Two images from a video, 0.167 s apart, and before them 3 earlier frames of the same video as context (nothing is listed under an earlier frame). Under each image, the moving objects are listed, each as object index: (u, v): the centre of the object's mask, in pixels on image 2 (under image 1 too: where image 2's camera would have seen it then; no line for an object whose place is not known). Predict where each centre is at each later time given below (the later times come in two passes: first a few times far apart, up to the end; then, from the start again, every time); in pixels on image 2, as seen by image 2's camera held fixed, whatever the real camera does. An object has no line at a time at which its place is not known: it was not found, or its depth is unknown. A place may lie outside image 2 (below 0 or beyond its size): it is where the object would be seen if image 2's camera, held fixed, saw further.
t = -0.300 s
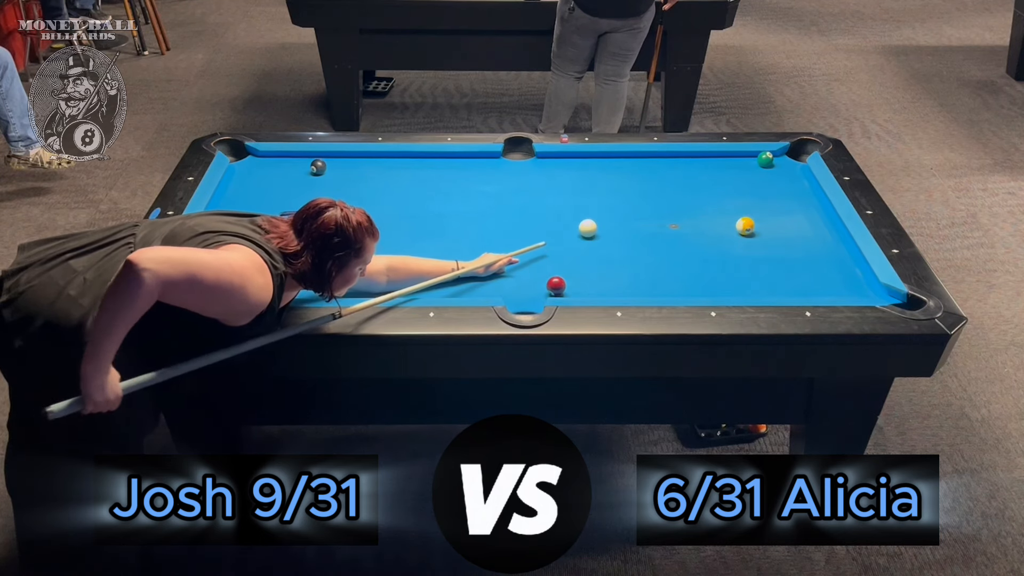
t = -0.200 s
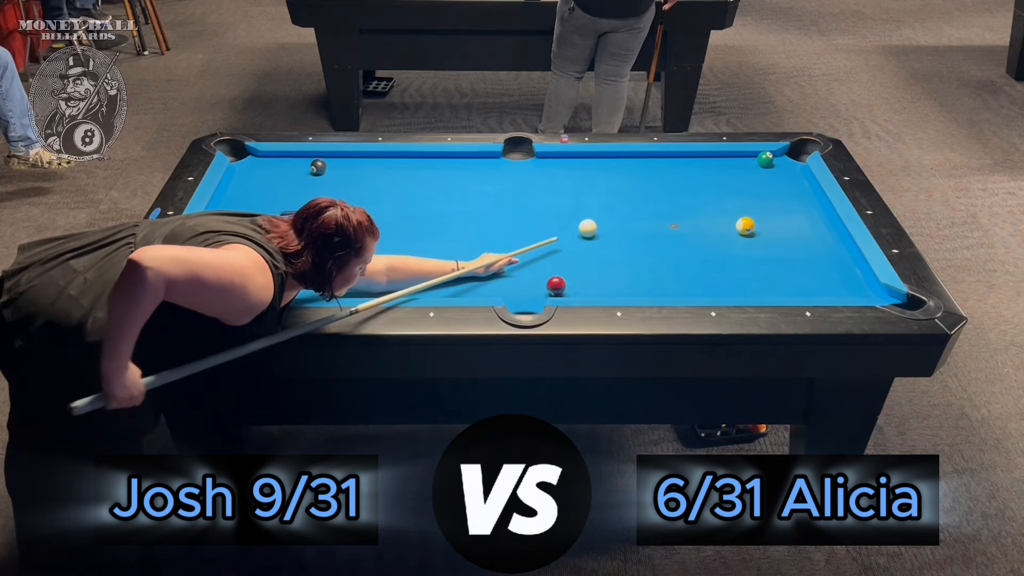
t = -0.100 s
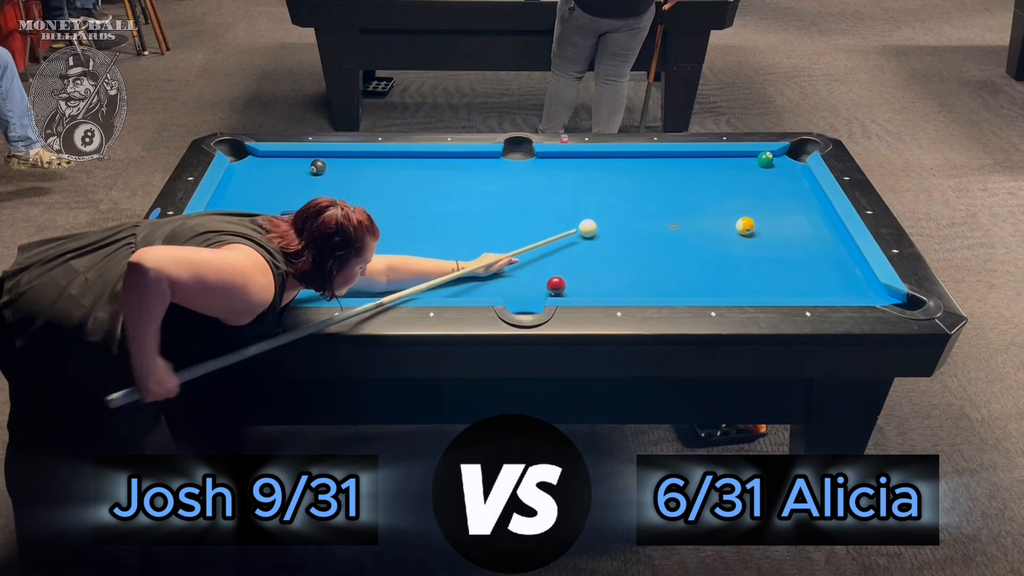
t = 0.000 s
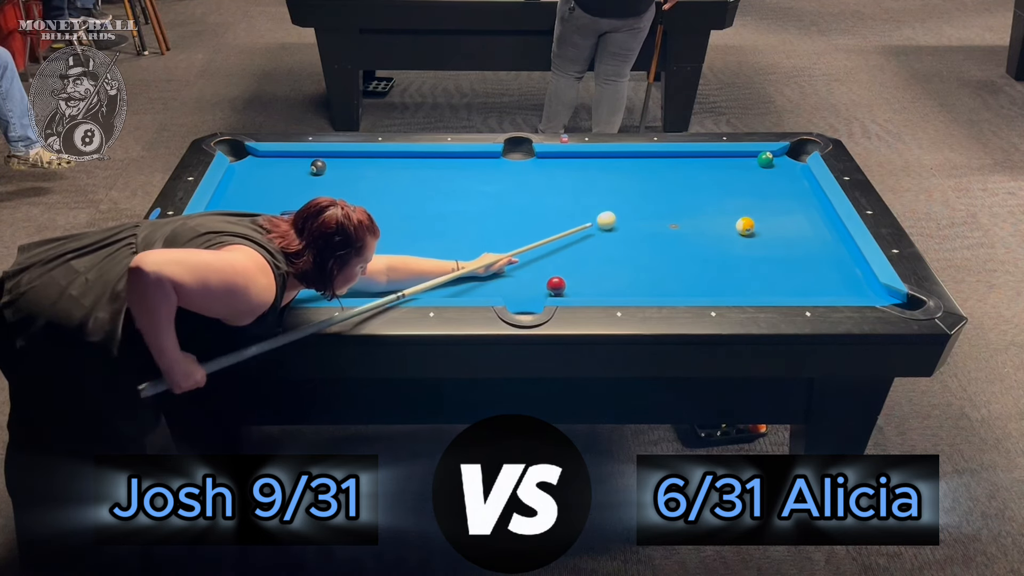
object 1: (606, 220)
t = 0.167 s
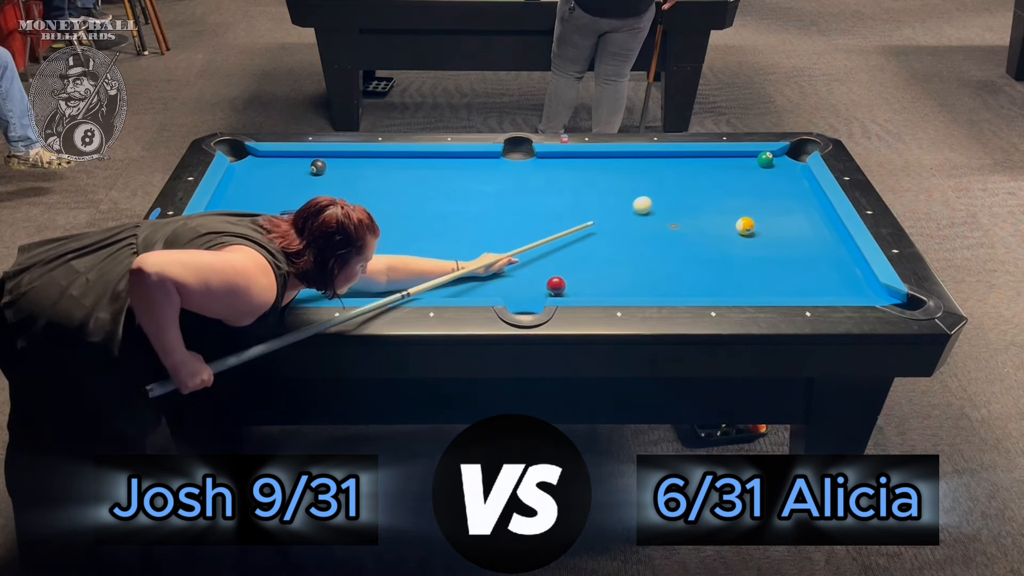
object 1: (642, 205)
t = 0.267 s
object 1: (663, 196)
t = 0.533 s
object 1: (714, 175)
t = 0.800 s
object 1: (748, 156)
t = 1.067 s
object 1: (757, 165)
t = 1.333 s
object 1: (765, 175)
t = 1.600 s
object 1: (772, 185)
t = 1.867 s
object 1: (779, 195)
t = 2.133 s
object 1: (786, 205)
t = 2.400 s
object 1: (791, 214)
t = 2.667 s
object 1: (797, 222)
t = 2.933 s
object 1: (801, 230)
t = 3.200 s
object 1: (805, 237)
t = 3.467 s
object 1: (808, 244)
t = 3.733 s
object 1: (810, 249)
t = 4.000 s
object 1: (813, 254)
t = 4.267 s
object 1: (814, 259)
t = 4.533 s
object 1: (816, 262)
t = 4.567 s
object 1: (816, 262)
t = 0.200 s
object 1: (649, 202)
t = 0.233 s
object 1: (656, 199)
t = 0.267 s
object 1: (663, 196)
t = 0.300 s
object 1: (670, 194)
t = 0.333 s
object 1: (676, 191)
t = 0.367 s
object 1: (683, 188)
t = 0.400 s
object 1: (689, 185)
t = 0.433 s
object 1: (696, 183)
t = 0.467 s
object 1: (702, 180)
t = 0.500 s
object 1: (708, 177)
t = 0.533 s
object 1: (714, 175)
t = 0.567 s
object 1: (720, 172)
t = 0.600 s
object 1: (726, 170)
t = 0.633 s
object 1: (732, 167)
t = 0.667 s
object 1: (738, 165)
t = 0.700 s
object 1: (743, 162)
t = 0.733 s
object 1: (749, 160)
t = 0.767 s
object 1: (748, 158)
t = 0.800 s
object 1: (748, 156)
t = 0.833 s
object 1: (749, 156)
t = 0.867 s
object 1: (750, 157)
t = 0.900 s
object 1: (751, 159)
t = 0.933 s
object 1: (752, 160)
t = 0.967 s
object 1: (753, 161)
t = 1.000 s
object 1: (755, 162)
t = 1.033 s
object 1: (756, 164)
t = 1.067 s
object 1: (757, 165)
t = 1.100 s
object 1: (758, 166)
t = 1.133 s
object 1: (759, 168)
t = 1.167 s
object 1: (760, 169)
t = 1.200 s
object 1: (761, 170)
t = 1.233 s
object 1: (762, 171)
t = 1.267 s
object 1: (763, 173)
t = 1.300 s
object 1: (764, 174)
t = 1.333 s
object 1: (765, 175)
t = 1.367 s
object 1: (766, 177)
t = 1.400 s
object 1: (767, 178)
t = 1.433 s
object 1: (768, 179)
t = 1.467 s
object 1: (769, 180)
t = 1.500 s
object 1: (770, 182)
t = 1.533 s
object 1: (771, 183)
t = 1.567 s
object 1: (771, 184)
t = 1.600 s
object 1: (772, 185)
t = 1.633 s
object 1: (773, 187)
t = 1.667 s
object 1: (774, 188)
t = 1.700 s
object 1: (775, 189)
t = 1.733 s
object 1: (776, 190)
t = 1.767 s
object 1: (777, 192)
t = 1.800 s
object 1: (778, 193)
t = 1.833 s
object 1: (778, 194)
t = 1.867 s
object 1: (779, 195)
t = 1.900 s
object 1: (780, 197)
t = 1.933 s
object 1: (781, 198)
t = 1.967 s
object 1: (782, 199)
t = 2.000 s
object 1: (782, 200)
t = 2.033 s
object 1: (783, 201)
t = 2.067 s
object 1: (784, 202)
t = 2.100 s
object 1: (785, 203)
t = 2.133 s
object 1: (786, 205)
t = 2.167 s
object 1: (786, 206)
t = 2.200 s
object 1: (787, 207)
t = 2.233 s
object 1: (788, 208)
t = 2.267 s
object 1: (789, 209)
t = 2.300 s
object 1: (789, 210)
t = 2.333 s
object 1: (790, 211)
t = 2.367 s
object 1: (791, 212)
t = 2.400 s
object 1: (791, 214)
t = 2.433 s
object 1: (792, 215)
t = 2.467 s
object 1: (793, 216)
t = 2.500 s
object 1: (793, 217)
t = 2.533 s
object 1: (794, 218)
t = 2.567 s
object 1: (795, 219)
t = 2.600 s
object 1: (796, 220)
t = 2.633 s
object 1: (796, 221)
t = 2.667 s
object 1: (797, 222)
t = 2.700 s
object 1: (797, 223)
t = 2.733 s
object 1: (798, 224)
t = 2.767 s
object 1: (798, 225)
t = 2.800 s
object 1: (799, 226)
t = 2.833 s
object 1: (800, 227)
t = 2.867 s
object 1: (800, 228)
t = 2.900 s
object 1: (801, 229)
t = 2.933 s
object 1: (801, 230)
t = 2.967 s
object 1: (802, 231)
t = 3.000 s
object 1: (802, 232)
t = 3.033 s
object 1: (803, 233)
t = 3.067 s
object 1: (803, 234)
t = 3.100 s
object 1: (803, 234)
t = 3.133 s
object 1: (804, 235)
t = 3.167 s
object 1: (804, 236)
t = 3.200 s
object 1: (805, 237)
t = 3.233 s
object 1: (805, 238)
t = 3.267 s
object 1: (806, 239)
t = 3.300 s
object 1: (806, 240)
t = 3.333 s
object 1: (807, 240)
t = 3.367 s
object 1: (807, 241)
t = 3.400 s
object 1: (807, 242)
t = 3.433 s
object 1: (808, 243)
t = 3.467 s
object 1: (808, 244)
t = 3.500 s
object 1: (808, 245)
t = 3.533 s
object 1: (809, 245)
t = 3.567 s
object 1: (809, 246)
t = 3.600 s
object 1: (809, 247)
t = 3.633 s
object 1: (809, 247)
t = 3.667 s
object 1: (810, 248)
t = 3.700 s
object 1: (810, 249)
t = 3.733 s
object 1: (810, 249)
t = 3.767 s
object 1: (811, 250)
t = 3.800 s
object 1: (811, 251)
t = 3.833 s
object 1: (811, 251)
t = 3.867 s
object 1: (812, 252)
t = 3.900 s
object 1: (812, 253)
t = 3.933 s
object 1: (812, 253)
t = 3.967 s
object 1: (812, 254)
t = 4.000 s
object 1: (813, 254)
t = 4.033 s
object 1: (813, 255)
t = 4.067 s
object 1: (813, 256)
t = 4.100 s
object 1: (813, 256)
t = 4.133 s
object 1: (813, 257)
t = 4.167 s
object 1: (814, 257)
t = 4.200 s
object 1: (814, 258)
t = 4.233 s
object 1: (814, 258)
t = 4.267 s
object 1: (814, 259)
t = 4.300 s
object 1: (815, 259)
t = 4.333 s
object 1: (815, 259)
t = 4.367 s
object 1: (815, 260)
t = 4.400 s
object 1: (815, 260)
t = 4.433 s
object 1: (815, 261)
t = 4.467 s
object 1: (815, 261)
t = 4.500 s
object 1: (816, 261)
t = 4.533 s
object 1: (816, 262)
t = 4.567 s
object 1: (816, 262)
